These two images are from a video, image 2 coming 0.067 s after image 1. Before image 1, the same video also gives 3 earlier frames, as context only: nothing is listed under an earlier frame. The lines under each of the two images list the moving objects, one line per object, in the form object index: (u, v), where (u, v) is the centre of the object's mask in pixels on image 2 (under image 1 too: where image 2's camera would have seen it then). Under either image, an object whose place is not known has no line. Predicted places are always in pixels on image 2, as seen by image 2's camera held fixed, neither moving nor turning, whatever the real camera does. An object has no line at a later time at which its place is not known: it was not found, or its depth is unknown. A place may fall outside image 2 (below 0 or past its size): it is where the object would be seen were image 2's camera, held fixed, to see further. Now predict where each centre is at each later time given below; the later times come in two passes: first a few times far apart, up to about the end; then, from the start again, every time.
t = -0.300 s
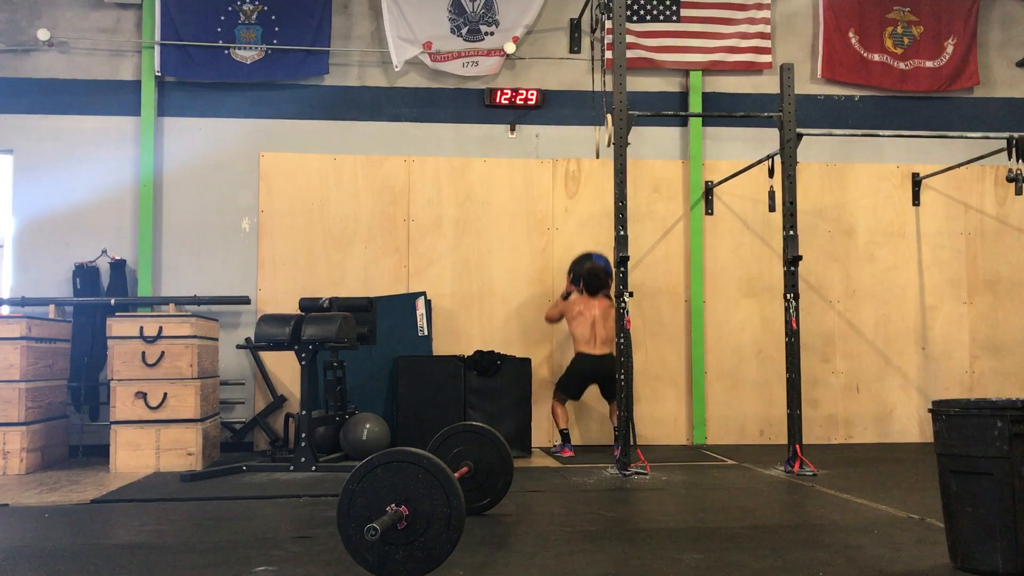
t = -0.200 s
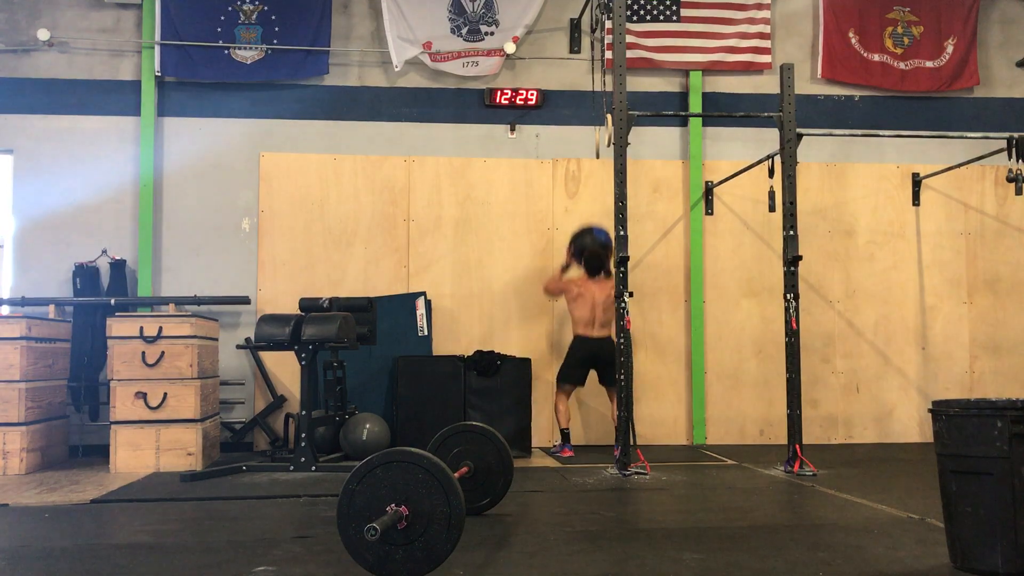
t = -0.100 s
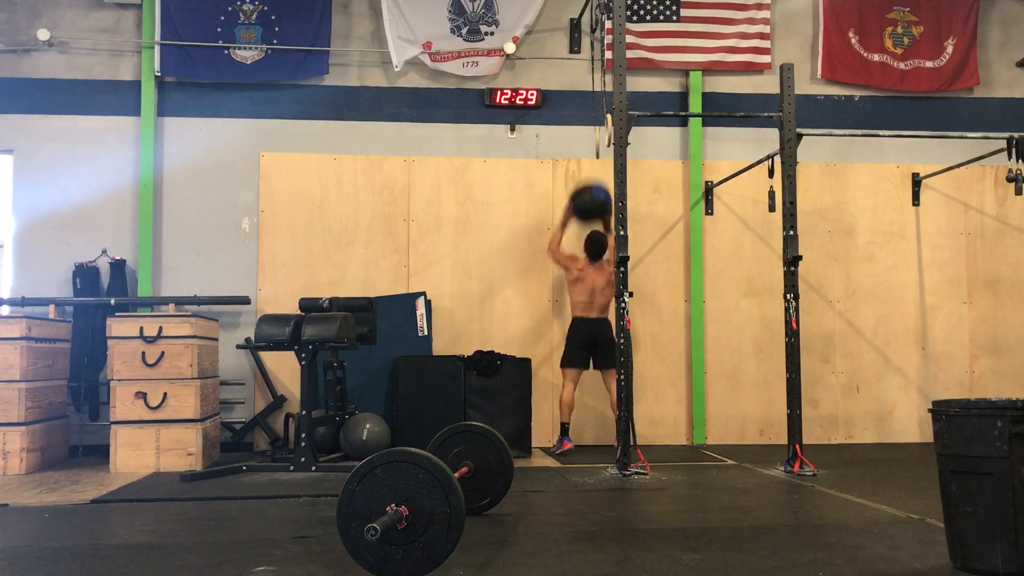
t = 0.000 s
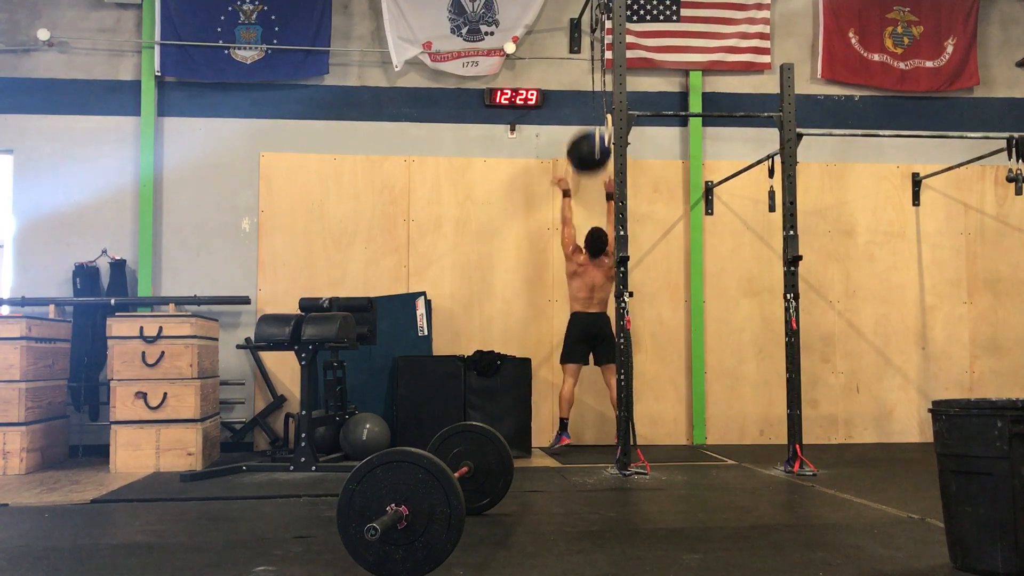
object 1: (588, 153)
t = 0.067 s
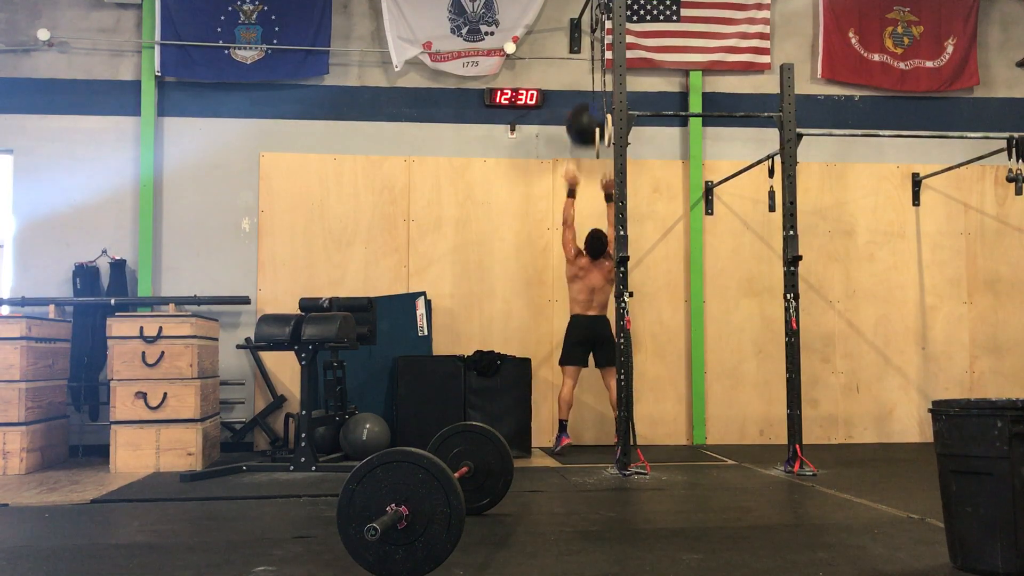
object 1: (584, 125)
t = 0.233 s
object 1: (584, 82)
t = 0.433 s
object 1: (583, 70)
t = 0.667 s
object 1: (585, 107)
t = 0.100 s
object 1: (584, 114)
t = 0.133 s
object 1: (585, 103)
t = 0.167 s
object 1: (587, 92)
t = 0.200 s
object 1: (585, 84)
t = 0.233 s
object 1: (584, 82)
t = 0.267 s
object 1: (584, 77)
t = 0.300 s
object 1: (583, 72)
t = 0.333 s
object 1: (583, 71)
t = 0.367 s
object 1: (583, 70)
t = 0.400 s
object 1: (583, 69)
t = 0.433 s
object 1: (583, 70)
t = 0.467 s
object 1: (583, 71)
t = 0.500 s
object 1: (583, 74)
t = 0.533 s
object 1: (585, 79)
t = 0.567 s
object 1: (583, 84)
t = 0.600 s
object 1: (585, 92)
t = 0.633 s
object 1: (585, 97)
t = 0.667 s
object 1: (585, 107)
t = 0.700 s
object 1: (584, 117)
